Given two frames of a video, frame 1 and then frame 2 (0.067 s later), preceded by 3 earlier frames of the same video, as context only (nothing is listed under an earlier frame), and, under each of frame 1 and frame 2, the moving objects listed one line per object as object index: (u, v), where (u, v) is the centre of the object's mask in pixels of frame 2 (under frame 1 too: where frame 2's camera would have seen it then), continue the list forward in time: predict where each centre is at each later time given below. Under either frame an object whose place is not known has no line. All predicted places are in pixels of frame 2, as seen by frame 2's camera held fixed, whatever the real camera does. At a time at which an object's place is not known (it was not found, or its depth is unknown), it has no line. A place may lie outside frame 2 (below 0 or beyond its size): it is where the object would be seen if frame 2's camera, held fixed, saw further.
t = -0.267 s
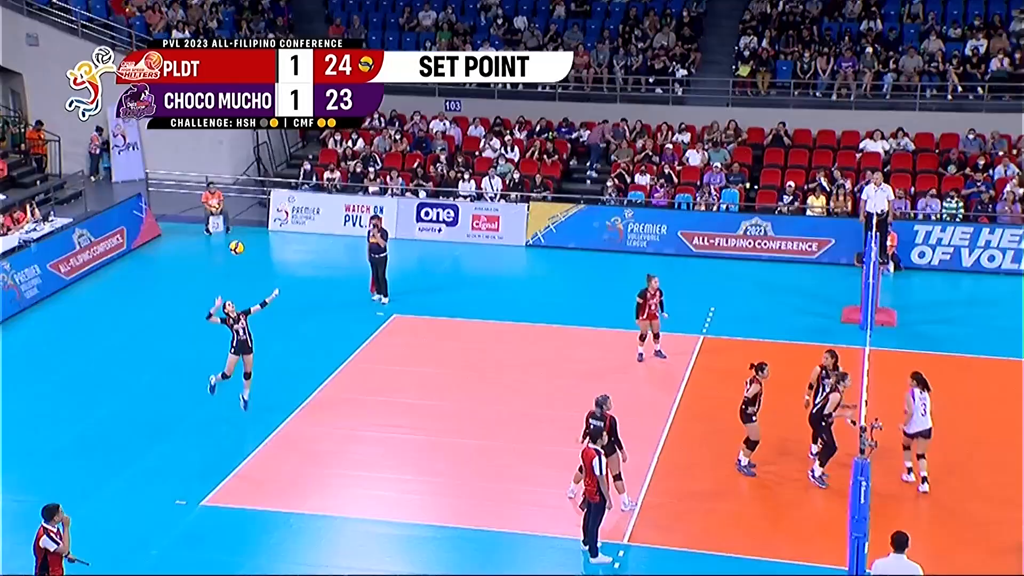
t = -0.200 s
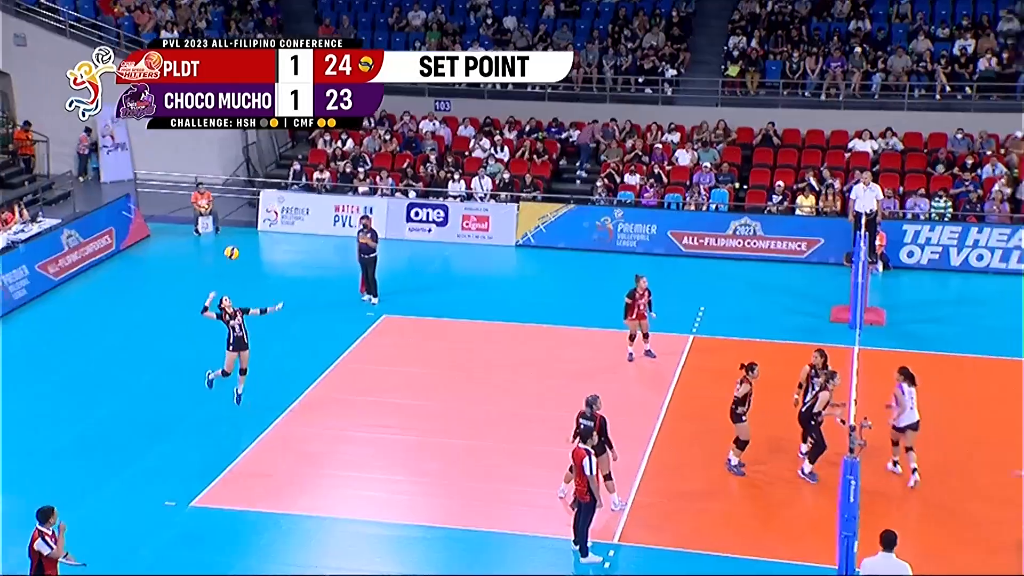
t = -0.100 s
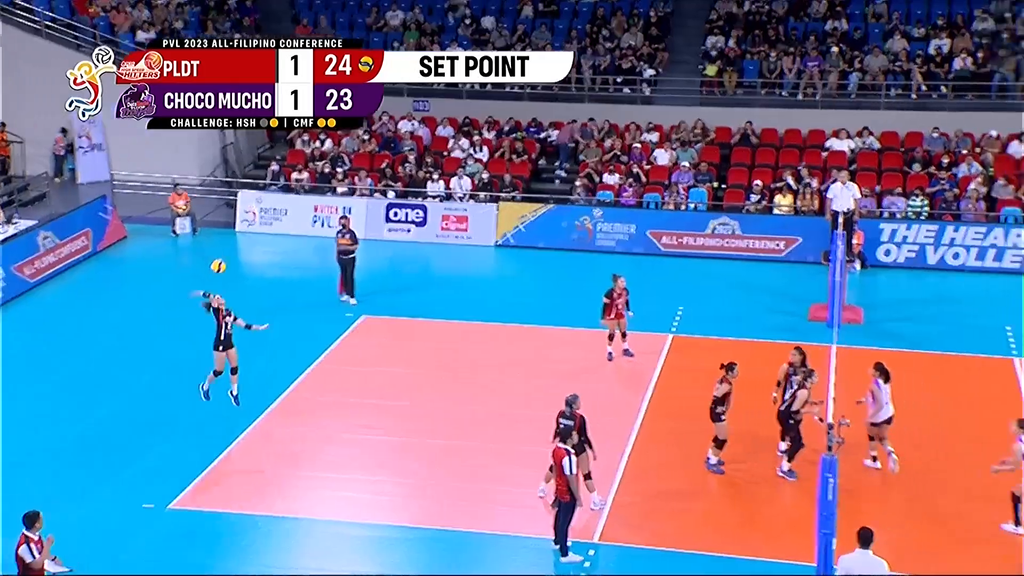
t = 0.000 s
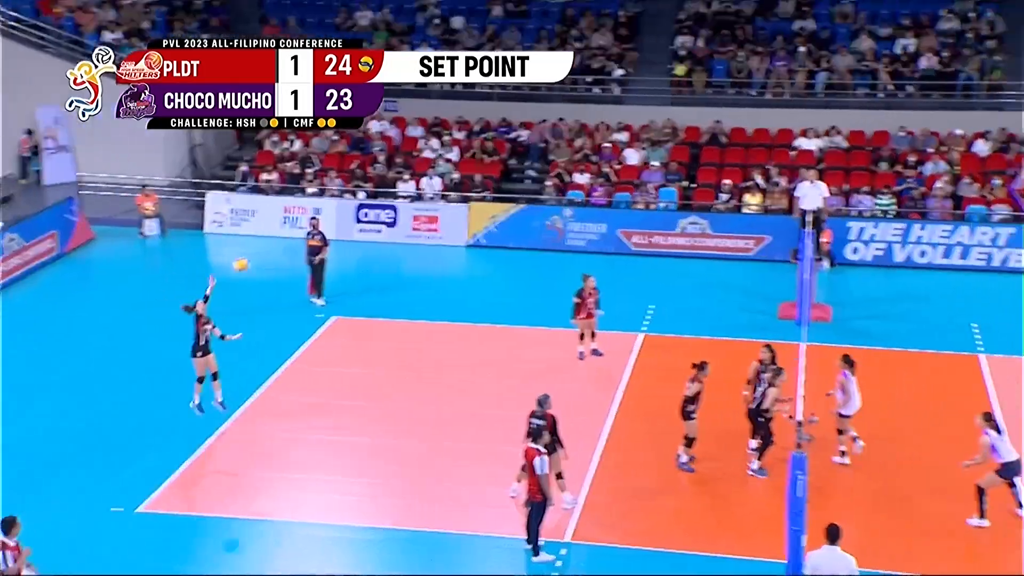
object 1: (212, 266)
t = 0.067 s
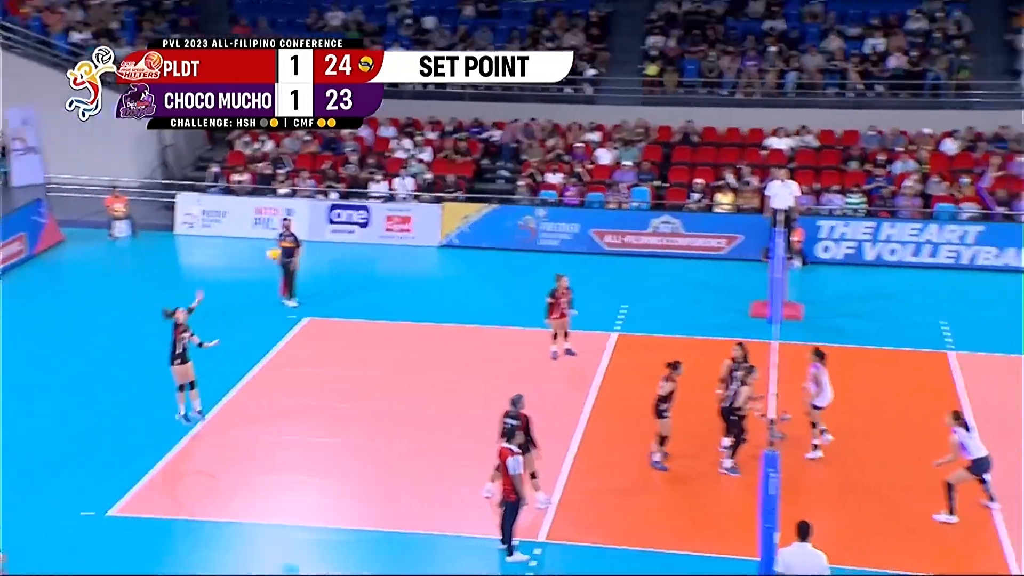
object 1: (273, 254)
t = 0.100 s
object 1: (304, 248)
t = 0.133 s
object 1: (334, 244)
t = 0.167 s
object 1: (364, 240)
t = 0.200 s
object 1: (392, 237)
